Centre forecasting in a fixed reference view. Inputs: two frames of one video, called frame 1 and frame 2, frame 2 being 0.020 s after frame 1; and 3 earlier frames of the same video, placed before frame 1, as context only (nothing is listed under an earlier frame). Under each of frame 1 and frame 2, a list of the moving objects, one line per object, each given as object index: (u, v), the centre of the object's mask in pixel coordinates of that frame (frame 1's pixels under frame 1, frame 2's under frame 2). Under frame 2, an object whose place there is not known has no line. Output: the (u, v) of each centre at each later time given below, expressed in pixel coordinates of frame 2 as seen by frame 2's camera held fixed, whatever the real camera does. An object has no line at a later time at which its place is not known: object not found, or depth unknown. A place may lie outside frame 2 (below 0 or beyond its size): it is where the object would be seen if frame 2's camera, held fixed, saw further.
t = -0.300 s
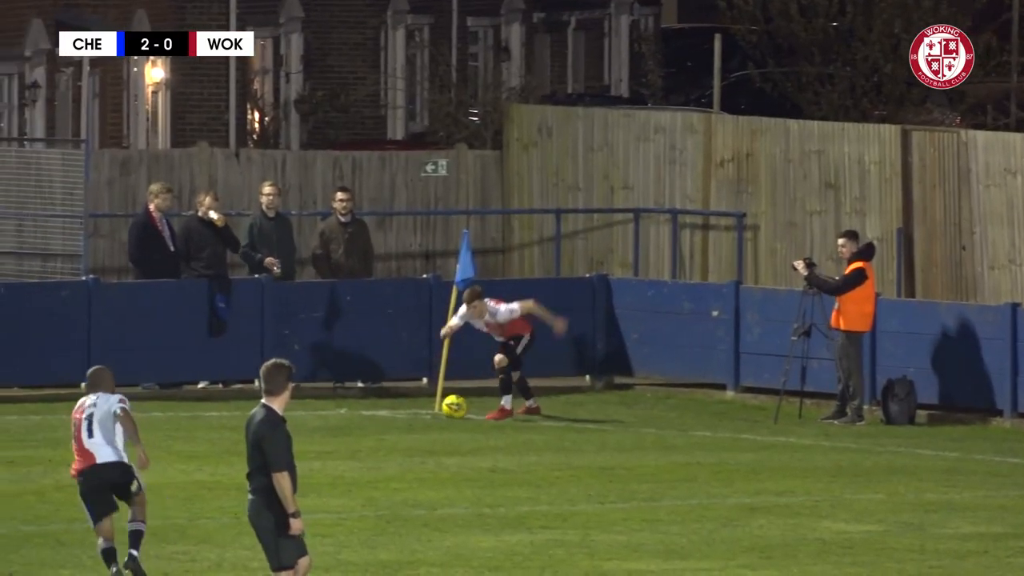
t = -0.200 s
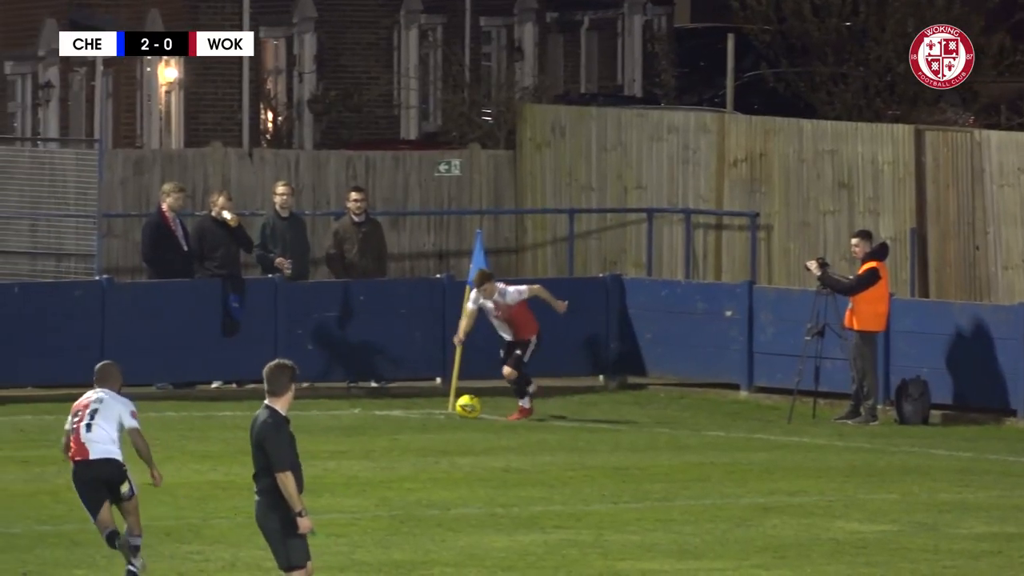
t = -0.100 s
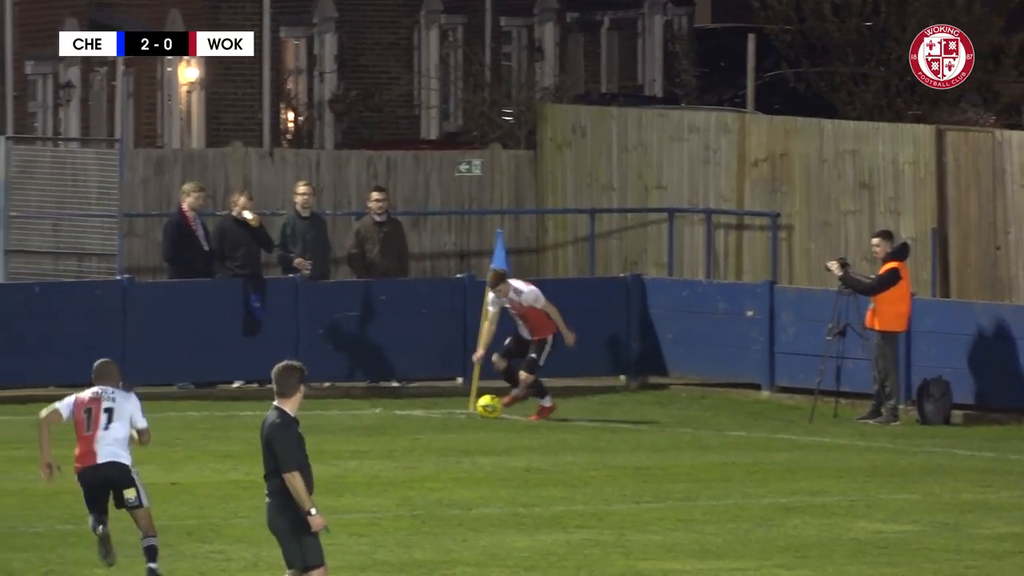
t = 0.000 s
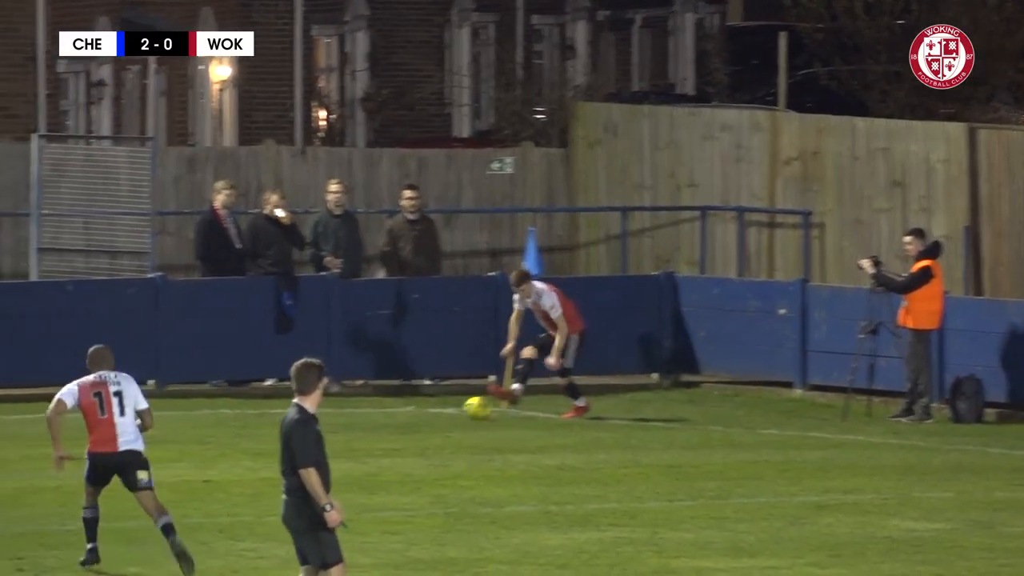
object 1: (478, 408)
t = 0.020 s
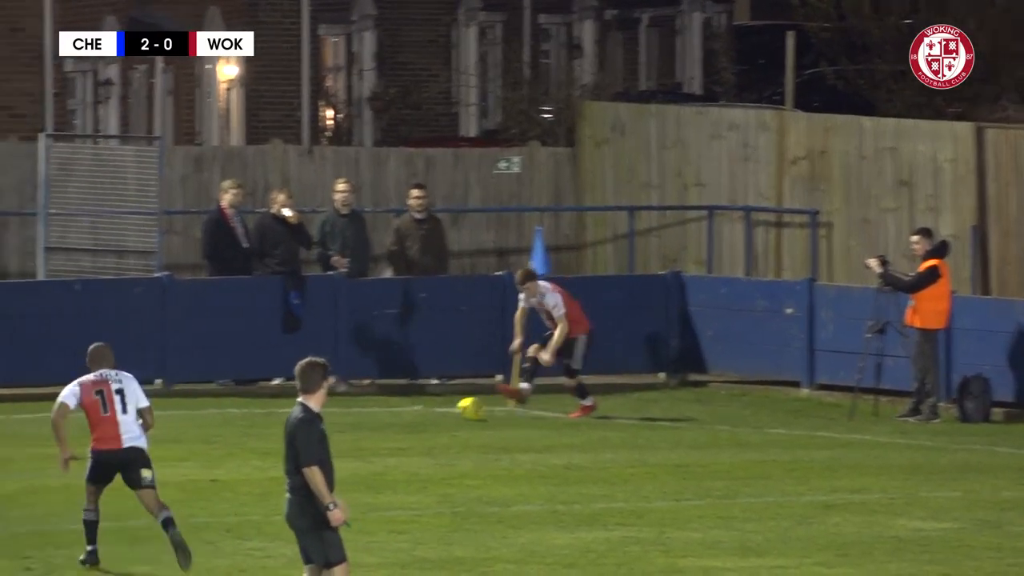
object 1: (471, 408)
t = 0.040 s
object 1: (454, 408)
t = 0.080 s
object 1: (425, 405)
